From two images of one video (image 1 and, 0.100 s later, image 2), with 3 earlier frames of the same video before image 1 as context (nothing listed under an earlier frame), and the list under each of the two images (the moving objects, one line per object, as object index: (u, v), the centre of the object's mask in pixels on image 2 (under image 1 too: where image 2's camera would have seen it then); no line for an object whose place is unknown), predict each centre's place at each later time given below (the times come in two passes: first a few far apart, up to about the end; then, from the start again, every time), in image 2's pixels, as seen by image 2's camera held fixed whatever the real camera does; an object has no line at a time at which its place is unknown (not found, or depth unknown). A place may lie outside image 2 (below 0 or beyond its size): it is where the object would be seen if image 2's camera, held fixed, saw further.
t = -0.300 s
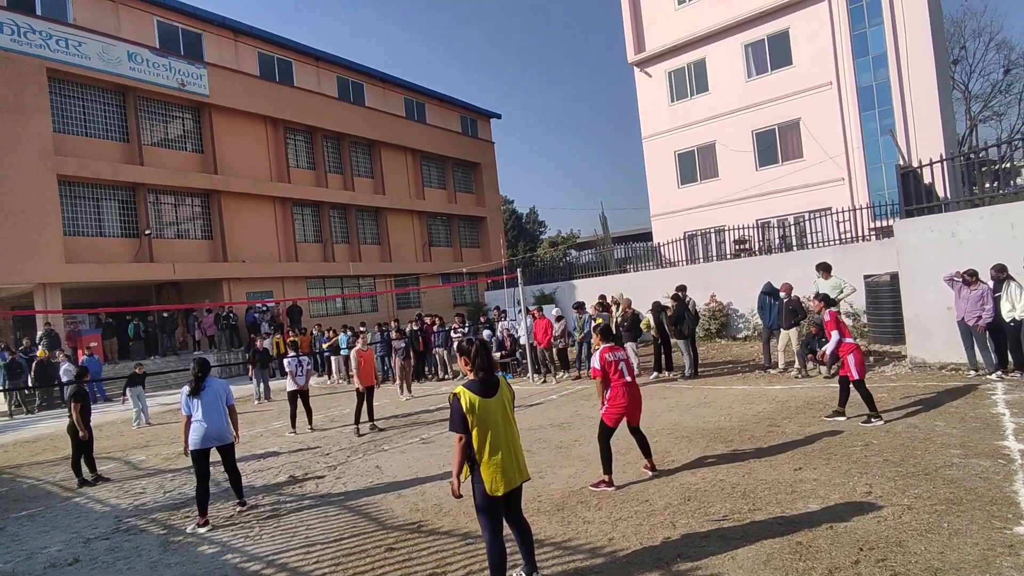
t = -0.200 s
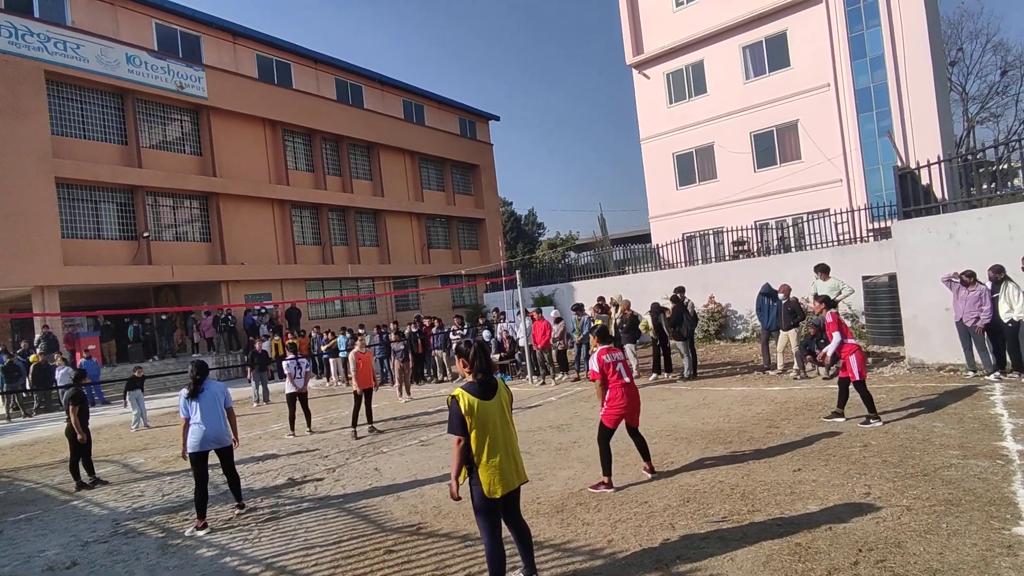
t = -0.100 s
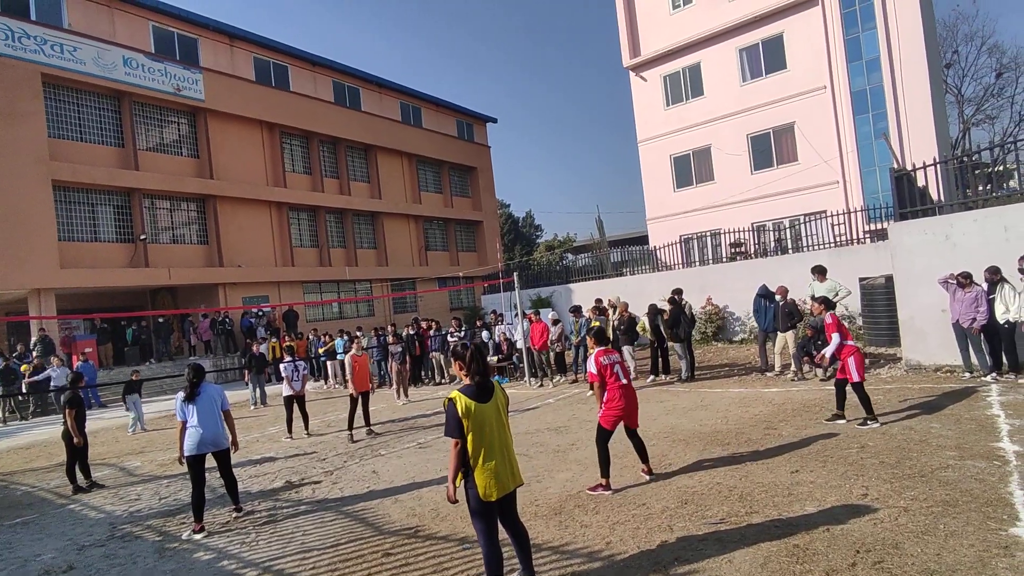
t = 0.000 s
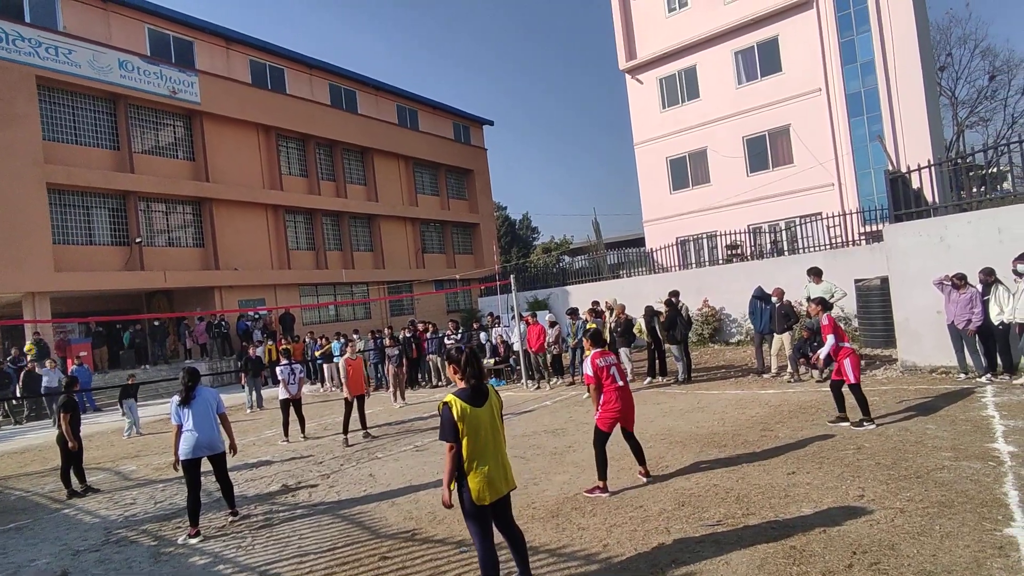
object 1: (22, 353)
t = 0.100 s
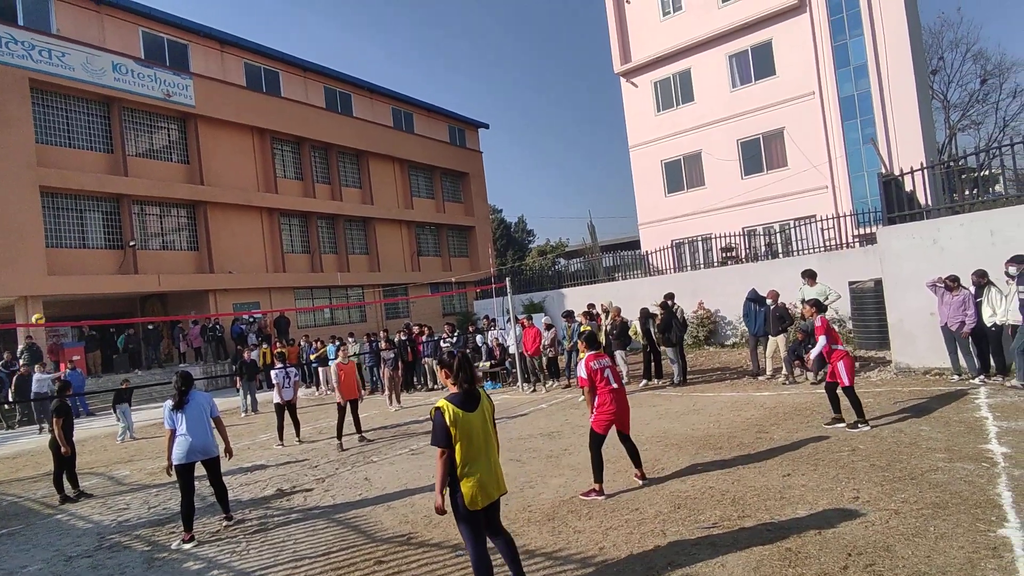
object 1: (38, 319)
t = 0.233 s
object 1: (62, 275)
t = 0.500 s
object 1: (130, 203)
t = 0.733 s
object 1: (216, 168)
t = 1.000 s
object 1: (352, 178)
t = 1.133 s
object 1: (438, 208)
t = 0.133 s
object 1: (44, 308)
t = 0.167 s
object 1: (49, 297)
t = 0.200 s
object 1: (55, 286)
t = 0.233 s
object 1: (62, 275)
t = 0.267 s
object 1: (69, 264)
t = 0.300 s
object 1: (76, 254)
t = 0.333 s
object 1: (83, 245)
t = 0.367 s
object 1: (92, 235)
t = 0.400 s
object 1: (101, 227)
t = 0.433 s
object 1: (111, 219)
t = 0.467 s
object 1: (120, 211)
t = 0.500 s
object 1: (130, 203)
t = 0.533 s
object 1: (140, 197)
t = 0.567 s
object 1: (151, 190)
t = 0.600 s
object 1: (163, 184)
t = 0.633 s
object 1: (176, 179)
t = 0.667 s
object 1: (189, 174)
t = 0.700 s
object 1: (202, 171)
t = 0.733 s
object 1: (216, 168)
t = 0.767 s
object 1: (231, 166)
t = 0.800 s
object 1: (246, 165)
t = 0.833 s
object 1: (262, 165)
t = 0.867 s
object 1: (278, 166)
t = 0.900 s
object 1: (296, 168)
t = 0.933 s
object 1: (314, 170)
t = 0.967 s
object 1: (333, 174)
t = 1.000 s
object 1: (352, 178)
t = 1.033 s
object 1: (372, 184)
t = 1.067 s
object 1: (393, 191)
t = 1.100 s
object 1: (415, 199)
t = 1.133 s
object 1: (438, 208)
